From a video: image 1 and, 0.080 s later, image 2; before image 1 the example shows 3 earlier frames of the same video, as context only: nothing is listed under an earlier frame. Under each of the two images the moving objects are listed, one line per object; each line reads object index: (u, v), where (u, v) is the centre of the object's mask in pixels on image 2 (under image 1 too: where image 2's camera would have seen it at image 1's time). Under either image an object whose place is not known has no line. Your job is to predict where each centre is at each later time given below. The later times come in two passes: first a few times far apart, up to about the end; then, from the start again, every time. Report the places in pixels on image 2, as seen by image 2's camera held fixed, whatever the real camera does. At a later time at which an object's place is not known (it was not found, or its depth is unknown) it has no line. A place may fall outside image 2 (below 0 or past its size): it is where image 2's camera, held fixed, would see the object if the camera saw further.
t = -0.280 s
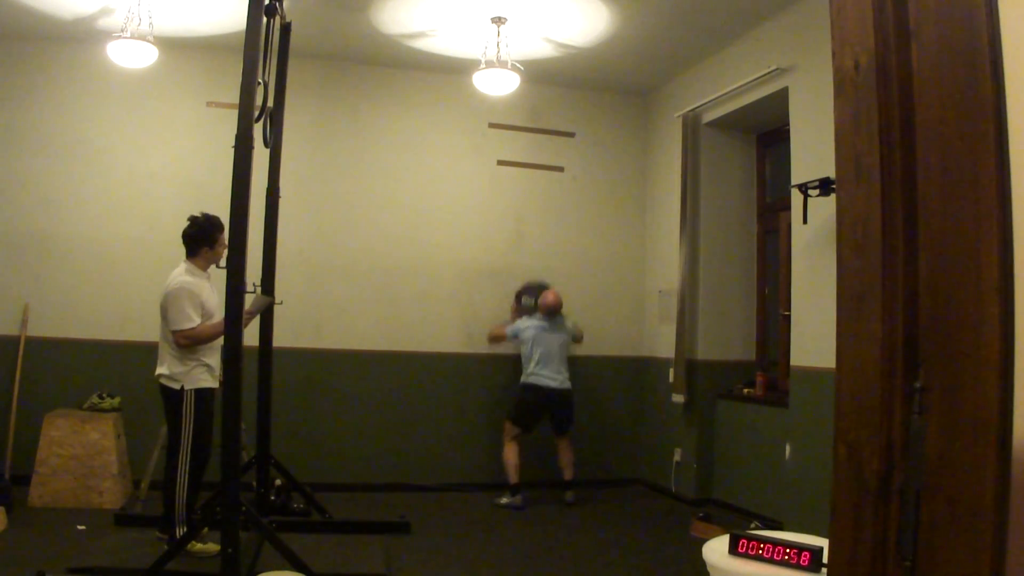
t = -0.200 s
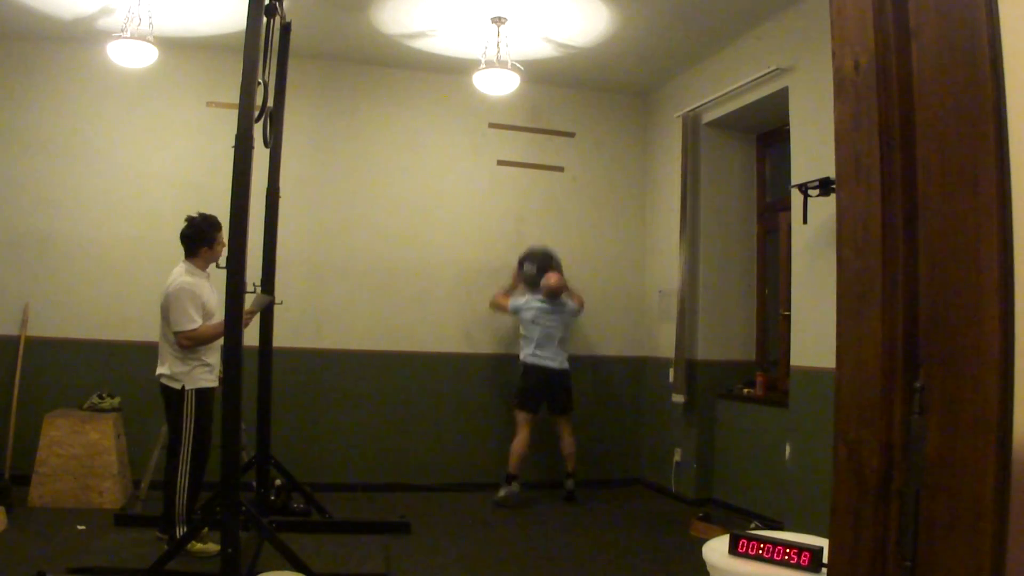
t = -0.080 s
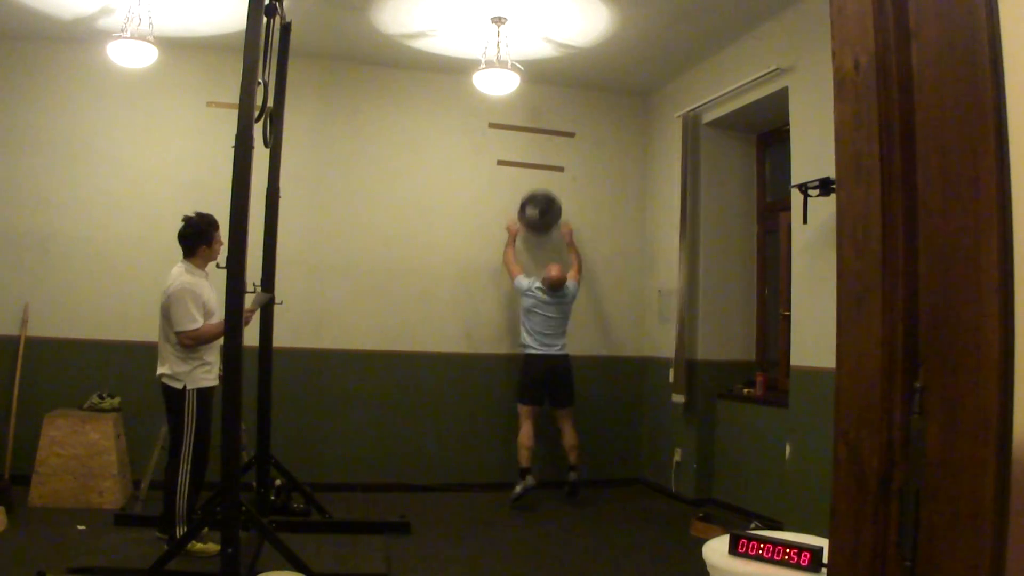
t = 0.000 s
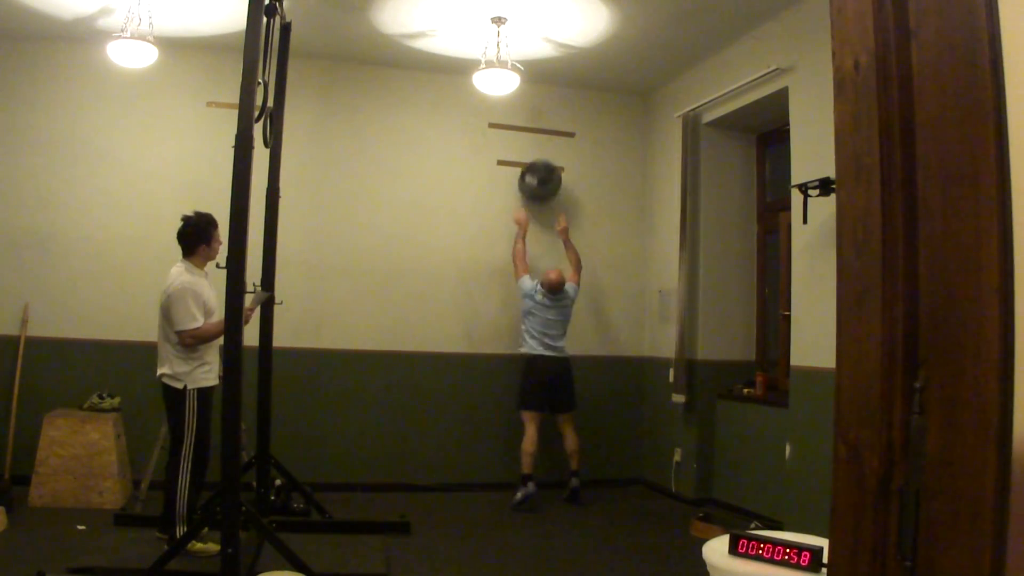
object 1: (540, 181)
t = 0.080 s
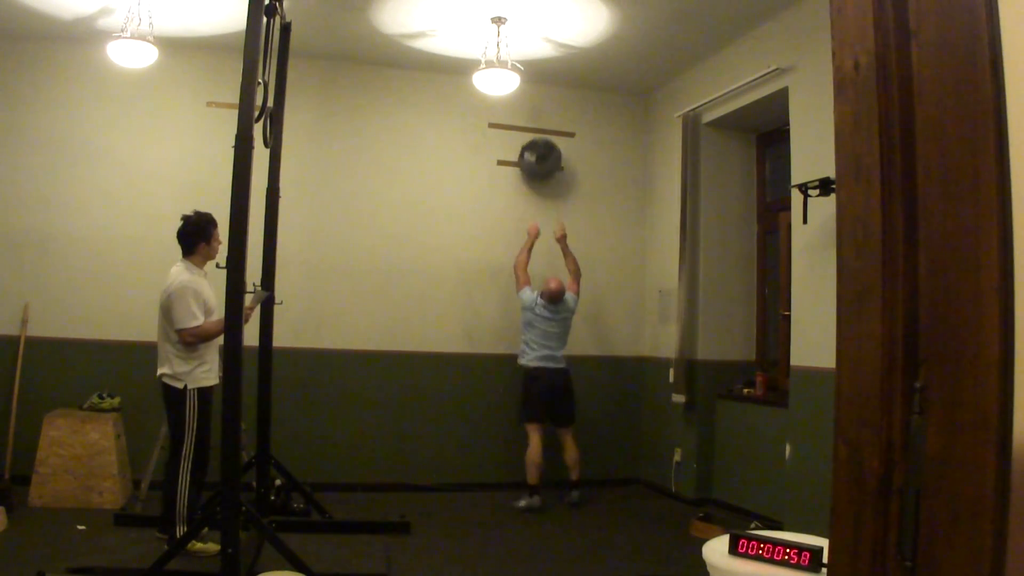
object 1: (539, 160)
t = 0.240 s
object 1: (539, 139)
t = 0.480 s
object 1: (539, 159)
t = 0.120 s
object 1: (539, 151)
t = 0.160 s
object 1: (539, 145)
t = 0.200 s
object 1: (539, 141)
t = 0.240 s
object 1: (539, 139)
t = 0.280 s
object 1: (539, 138)
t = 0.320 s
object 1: (539, 138)
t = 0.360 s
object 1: (539, 141)
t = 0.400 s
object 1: (539, 144)
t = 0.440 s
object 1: (539, 151)
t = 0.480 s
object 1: (539, 159)
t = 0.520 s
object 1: (539, 170)
